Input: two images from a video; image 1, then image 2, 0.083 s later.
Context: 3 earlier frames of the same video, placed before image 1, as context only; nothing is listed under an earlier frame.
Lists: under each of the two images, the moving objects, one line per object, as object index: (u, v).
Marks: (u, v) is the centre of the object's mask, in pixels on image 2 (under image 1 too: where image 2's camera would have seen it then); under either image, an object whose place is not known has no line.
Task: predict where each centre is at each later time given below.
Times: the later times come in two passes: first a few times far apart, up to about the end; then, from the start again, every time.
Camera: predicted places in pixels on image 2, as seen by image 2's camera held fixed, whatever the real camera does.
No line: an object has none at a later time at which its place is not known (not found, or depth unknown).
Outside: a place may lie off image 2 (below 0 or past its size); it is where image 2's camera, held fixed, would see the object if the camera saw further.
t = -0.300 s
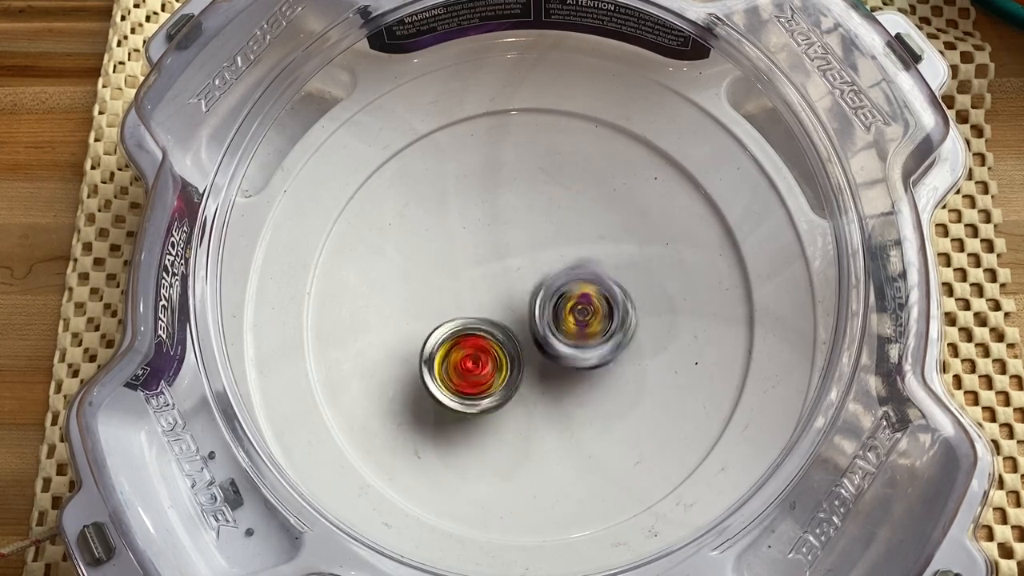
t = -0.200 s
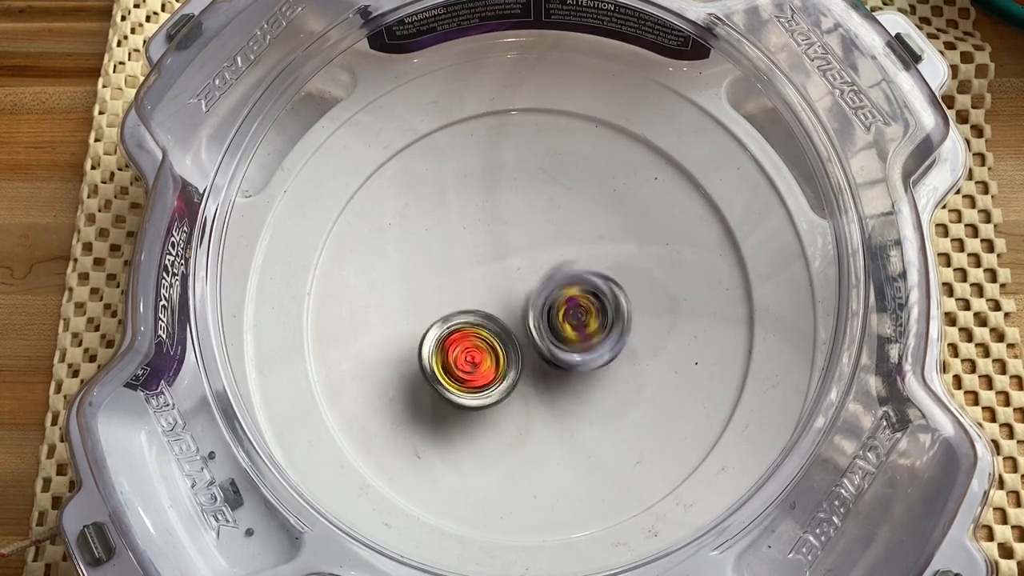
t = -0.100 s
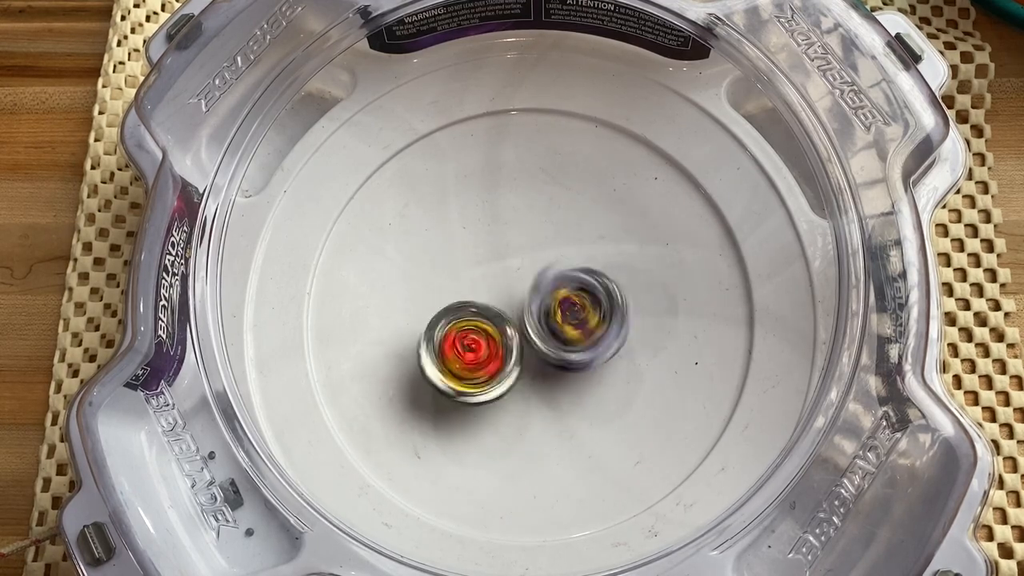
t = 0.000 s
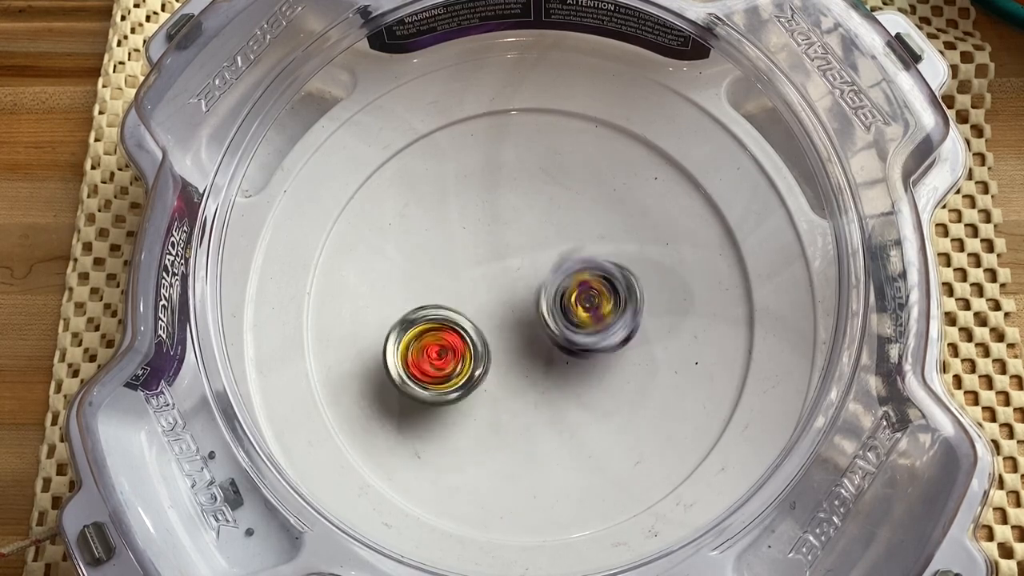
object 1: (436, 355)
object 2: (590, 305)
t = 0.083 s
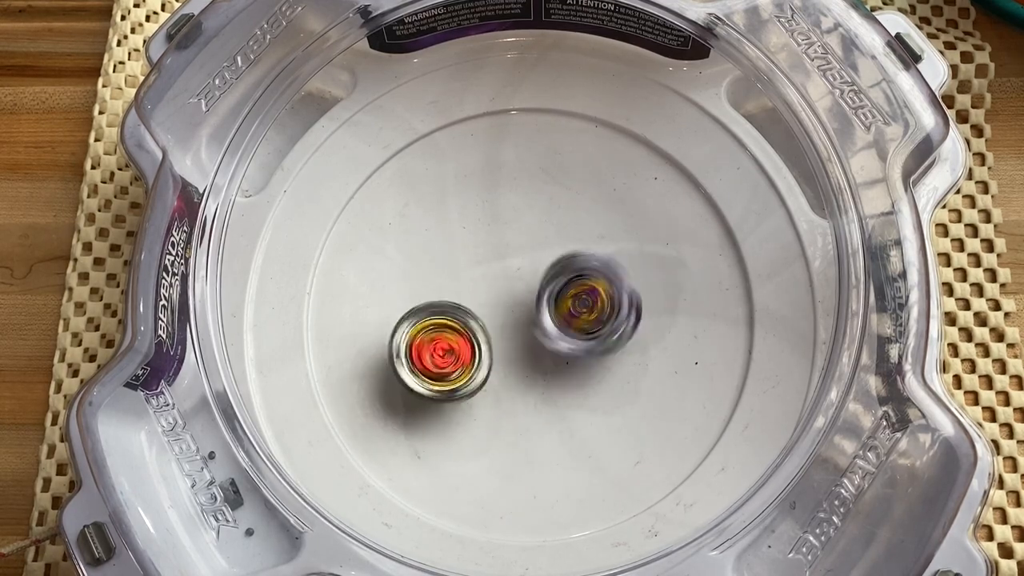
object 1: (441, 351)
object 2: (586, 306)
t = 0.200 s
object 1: (454, 351)
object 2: (575, 306)
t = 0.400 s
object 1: (455, 358)
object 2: (585, 305)
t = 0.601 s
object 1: (473, 371)
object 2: (579, 312)
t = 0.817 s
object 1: (449, 406)
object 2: (582, 282)
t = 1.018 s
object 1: (456, 399)
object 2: (553, 267)
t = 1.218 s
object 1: (481, 383)
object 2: (512, 285)
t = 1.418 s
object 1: (492, 405)
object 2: (518, 274)
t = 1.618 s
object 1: (512, 400)
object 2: (518, 293)
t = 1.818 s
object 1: (521, 398)
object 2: (511, 287)
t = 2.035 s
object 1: (543, 401)
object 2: (517, 288)
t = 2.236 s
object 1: (557, 392)
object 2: (526, 292)
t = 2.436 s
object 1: (543, 386)
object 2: (531, 281)
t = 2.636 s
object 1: (544, 389)
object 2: (515, 260)
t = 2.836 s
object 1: (554, 360)
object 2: (511, 262)
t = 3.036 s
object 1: (557, 351)
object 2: (513, 262)
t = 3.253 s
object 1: (552, 349)
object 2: (512, 266)
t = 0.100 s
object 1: (444, 352)
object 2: (585, 305)
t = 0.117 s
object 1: (444, 352)
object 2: (584, 306)
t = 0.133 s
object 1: (446, 351)
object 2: (583, 304)
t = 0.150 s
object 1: (447, 351)
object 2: (581, 304)
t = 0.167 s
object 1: (450, 350)
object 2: (578, 305)
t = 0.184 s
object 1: (452, 351)
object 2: (577, 306)
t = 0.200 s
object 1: (454, 351)
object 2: (575, 306)
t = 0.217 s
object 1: (456, 350)
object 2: (573, 306)
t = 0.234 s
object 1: (459, 349)
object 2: (570, 310)
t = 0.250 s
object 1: (462, 349)
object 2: (570, 311)
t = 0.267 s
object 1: (465, 350)
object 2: (569, 310)
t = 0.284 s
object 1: (468, 350)
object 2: (566, 315)
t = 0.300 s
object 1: (470, 350)
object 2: (568, 316)
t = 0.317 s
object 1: (467, 352)
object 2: (572, 313)
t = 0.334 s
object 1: (461, 353)
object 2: (576, 312)
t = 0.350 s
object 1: (459, 354)
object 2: (579, 309)
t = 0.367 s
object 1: (456, 357)
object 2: (583, 308)
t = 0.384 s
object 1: (454, 357)
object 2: (586, 307)
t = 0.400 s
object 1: (455, 358)
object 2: (585, 305)
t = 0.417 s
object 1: (455, 358)
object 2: (584, 305)
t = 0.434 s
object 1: (457, 358)
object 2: (586, 305)
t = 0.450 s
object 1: (459, 359)
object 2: (585, 304)
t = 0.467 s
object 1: (462, 360)
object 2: (582, 303)
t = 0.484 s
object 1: (465, 363)
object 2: (581, 306)
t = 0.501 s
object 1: (465, 364)
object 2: (581, 307)
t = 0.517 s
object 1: (467, 365)
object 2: (580, 307)
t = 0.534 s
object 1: (467, 365)
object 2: (578, 308)
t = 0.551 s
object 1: (470, 367)
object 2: (580, 312)
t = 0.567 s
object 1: (471, 369)
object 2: (580, 311)
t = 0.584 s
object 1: (472, 370)
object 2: (579, 311)
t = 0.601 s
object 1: (473, 371)
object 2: (579, 312)
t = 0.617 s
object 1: (474, 371)
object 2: (579, 314)
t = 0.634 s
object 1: (477, 372)
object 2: (578, 311)
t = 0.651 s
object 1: (477, 374)
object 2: (578, 310)
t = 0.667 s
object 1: (479, 374)
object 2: (577, 311)
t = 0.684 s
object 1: (479, 375)
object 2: (574, 310)
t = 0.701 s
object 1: (482, 375)
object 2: (572, 310)
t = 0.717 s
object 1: (485, 376)
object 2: (570, 312)
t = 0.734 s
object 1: (483, 378)
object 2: (568, 312)
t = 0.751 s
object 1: (473, 387)
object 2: (573, 303)
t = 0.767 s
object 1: (465, 391)
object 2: (577, 297)
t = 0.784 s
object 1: (461, 396)
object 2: (580, 293)
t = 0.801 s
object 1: (455, 403)
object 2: (581, 287)
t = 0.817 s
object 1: (449, 406)
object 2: (582, 282)
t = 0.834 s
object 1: (447, 408)
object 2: (581, 278)
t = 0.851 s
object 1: (444, 409)
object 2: (582, 277)
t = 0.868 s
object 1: (445, 408)
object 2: (582, 274)
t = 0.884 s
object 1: (445, 409)
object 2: (581, 270)
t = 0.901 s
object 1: (445, 408)
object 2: (579, 267)
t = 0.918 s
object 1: (447, 407)
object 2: (576, 269)
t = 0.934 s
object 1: (447, 407)
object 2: (572, 270)
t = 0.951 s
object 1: (449, 405)
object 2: (569, 269)
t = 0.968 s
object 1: (452, 404)
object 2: (565, 266)
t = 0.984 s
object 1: (452, 403)
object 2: (562, 265)
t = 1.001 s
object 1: (455, 400)
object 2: (557, 266)
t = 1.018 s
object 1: (456, 399)
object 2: (553, 267)
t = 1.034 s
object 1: (458, 397)
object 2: (551, 266)
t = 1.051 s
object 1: (461, 395)
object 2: (548, 266)
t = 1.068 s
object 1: (464, 394)
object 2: (543, 270)
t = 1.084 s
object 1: (466, 390)
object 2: (538, 275)
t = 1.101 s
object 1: (469, 389)
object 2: (535, 278)
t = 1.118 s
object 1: (470, 387)
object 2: (532, 276)
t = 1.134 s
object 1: (474, 385)
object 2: (527, 278)
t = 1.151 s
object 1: (477, 385)
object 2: (521, 282)
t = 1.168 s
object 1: (477, 384)
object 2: (518, 285)
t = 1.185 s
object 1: (478, 386)
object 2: (516, 285)
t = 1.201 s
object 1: (478, 385)
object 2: (513, 284)
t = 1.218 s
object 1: (481, 383)
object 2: (512, 285)
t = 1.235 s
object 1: (482, 386)
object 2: (511, 288)
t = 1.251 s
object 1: (479, 394)
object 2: (513, 285)
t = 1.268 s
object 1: (477, 396)
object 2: (515, 281)
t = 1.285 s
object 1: (479, 397)
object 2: (517, 278)
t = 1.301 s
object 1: (483, 401)
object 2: (518, 275)
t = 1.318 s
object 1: (483, 406)
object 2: (517, 271)
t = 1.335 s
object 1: (483, 406)
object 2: (517, 272)
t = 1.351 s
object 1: (485, 407)
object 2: (519, 274)
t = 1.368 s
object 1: (486, 406)
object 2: (520, 274)
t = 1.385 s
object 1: (489, 405)
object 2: (521, 273)
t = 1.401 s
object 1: (492, 405)
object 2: (519, 273)
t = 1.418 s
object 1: (492, 405)
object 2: (518, 274)
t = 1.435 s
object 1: (495, 405)
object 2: (516, 278)
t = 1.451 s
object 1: (497, 405)
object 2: (516, 280)
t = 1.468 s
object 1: (498, 404)
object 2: (516, 281)
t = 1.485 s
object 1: (501, 403)
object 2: (514, 282)
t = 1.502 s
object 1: (503, 403)
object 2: (515, 282)
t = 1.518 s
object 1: (504, 402)
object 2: (515, 282)
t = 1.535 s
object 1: (505, 401)
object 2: (514, 285)
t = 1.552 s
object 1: (507, 401)
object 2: (515, 288)
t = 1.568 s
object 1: (508, 401)
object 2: (516, 291)
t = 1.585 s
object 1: (510, 400)
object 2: (517, 293)
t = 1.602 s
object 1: (513, 399)
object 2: (518, 294)
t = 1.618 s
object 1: (512, 400)
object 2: (518, 293)
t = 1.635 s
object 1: (514, 398)
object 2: (518, 293)
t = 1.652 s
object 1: (516, 399)
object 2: (517, 295)
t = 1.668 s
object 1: (516, 400)
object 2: (516, 296)
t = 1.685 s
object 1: (516, 404)
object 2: (517, 295)
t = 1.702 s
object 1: (514, 407)
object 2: (517, 293)
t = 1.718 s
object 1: (511, 407)
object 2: (517, 291)
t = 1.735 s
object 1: (512, 406)
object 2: (517, 289)
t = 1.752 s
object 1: (512, 404)
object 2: (517, 286)
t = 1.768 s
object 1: (514, 402)
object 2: (515, 285)
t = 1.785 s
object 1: (516, 400)
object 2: (512, 286)
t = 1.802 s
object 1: (519, 400)
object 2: (511, 286)
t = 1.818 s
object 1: (521, 398)
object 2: (511, 287)
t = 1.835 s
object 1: (525, 397)
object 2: (513, 288)
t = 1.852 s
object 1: (527, 397)
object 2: (514, 288)
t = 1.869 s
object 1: (529, 396)
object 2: (513, 289)
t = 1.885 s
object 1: (531, 396)
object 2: (514, 288)
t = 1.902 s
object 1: (532, 397)
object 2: (515, 287)
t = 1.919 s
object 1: (533, 395)
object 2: (515, 289)
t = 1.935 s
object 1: (535, 394)
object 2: (516, 291)
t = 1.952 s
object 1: (537, 394)
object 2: (516, 293)
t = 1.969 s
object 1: (538, 394)
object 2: (515, 294)
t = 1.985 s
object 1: (540, 393)
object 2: (516, 295)
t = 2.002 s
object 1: (542, 395)
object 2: (517, 294)
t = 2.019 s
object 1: (543, 399)
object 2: (517, 291)
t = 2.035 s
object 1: (543, 401)
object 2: (517, 288)
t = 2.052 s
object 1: (543, 401)
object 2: (518, 286)
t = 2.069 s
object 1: (544, 400)
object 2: (520, 284)
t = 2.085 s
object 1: (544, 399)
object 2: (520, 283)
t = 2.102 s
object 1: (544, 397)
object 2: (520, 282)
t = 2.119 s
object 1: (546, 395)
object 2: (519, 283)
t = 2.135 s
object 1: (548, 393)
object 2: (520, 284)
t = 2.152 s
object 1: (549, 392)
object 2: (521, 285)
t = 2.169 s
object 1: (551, 390)
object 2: (521, 286)
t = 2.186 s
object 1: (554, 390)
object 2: (523, 288)
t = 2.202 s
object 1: (555, 389)
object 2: (524, 290)
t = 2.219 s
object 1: (556, 388)
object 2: (525, 291)
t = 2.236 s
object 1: (557, 392)
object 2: (526, 292)
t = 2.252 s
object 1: (554, 396)
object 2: (528, 291)
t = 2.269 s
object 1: (549, 396)
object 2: (530, 292)
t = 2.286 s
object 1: (547, 394)
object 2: (531, 292)
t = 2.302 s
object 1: (546, 395)
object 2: (533, 292)
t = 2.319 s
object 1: (543, 395)
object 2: (534, 290)
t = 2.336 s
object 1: (543, 395)
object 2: (535, 287)
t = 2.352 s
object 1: (543, 395)
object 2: (535, 283)
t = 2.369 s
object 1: (541, 394)
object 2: (534, 281)
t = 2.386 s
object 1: (541, 392)
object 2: (534, 281)
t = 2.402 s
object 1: (543, 390)
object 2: (532, 280)
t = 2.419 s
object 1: (544, 388)
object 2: (532, 281)
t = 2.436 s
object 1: (543, 386)
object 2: (531, 281)
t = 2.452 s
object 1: (542, 382)
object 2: (530, 282)
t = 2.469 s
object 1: (543, 382)
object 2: (530, 282)
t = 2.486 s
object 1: (542, 381)
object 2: (531, 281)
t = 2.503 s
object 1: (540, 384)
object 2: (530, 276)
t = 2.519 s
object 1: (540, 387)
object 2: (529, 271)
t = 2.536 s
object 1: (541, 389)
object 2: (528, 267)
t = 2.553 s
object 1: (541, 391)
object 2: (525, 264)
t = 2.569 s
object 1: (540, 392)
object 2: (523, 262)
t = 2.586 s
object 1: (540, 391)
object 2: (520, 261)
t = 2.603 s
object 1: (541, 390)
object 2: (518, 260)
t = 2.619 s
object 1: (543, 389)
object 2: (516, 260)
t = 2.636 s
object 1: (544, 389)
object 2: (515, 260)
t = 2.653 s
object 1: (544, 387)
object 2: (513, 260)
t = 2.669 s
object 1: (545, 386)
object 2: (512, 259)
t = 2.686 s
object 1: (546, 384)
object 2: (512, 259)
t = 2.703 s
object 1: (547, 382)
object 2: (512, 258)
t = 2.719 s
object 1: (547, 381)
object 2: (510, 260)
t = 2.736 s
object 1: (547, 377)
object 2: (510, 259)
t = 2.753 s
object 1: (549, 374)
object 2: (510, 259)
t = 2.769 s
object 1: (550, 371)
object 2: (509, 260)
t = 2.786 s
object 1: (551, 369)
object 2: (509, 260)
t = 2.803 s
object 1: (551, 366)
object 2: (510, 261)
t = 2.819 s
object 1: (552, 362)
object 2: (510, 261)
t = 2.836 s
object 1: (554, 360)
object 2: (511, 262)
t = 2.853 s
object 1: (555, 358)
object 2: (511, 262)
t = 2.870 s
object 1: (556, 357)
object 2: (512, 262)
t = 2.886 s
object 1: (557, 356)
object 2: (512, 263)
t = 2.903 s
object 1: (557, 353)
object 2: (511, 263)
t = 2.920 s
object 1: (558, 352)
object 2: (511, 263)
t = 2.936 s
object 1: (558, 350)
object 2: (511, 263)
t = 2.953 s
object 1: (558, 349)
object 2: (511, 263)
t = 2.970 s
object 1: (559, 348)
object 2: (511, 263)
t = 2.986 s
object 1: (558, 348)
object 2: (511, 262)
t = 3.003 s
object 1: (558, 348)
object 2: (512, 262)
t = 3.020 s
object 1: (557, 350)
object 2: (512, 262)
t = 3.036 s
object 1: (557, 351)
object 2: (513, 262)
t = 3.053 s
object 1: (557, 351)
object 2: (513, 262)
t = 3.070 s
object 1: (557, 351)
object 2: (513, 263)
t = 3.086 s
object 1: (557, 353)
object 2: (513, 263)
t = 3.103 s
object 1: (556, 354)
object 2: (513, 264)
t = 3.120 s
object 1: (555, 354)
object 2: (514, 265)
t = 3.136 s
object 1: (554, 353)
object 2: (513, 265)
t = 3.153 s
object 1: (554, 352)
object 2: (513, 266)
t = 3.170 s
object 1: (553, 352)
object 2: (513, 266)
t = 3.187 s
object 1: (552, 351)
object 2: (513, 266)
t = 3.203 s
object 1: (551, 350)
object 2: (512, 267)
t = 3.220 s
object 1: (552, 350)
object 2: (512, 267)
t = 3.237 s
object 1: (552, 349)
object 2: (511, 267)
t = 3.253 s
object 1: (552, 349)
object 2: (512, 266)
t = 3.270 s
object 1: (551, 350)
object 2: (512, 266)
